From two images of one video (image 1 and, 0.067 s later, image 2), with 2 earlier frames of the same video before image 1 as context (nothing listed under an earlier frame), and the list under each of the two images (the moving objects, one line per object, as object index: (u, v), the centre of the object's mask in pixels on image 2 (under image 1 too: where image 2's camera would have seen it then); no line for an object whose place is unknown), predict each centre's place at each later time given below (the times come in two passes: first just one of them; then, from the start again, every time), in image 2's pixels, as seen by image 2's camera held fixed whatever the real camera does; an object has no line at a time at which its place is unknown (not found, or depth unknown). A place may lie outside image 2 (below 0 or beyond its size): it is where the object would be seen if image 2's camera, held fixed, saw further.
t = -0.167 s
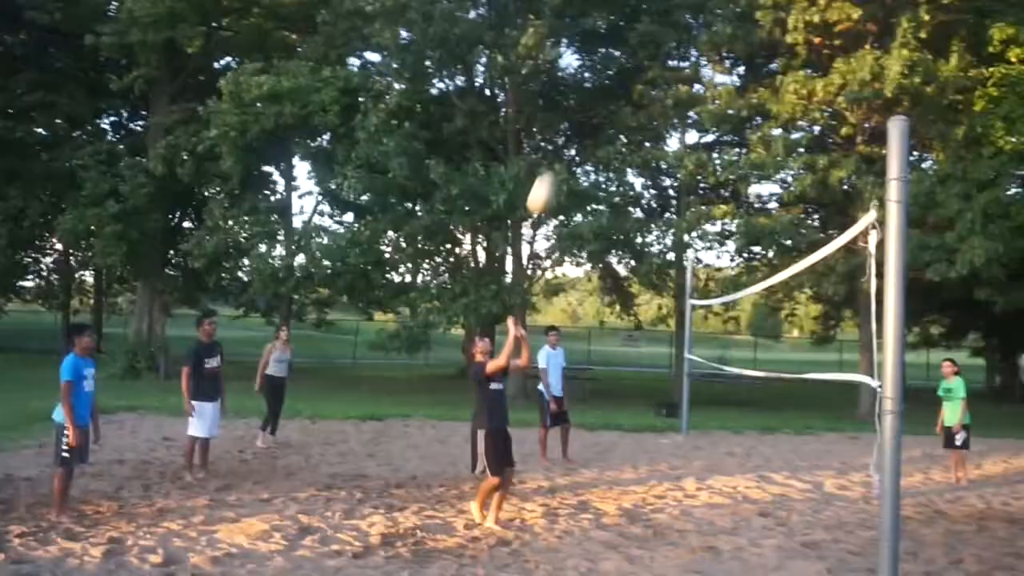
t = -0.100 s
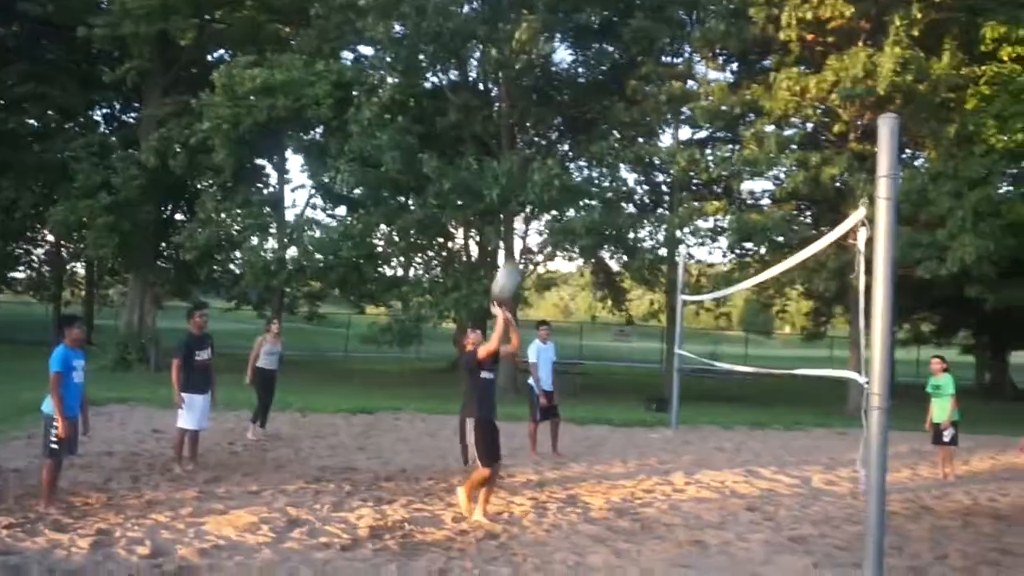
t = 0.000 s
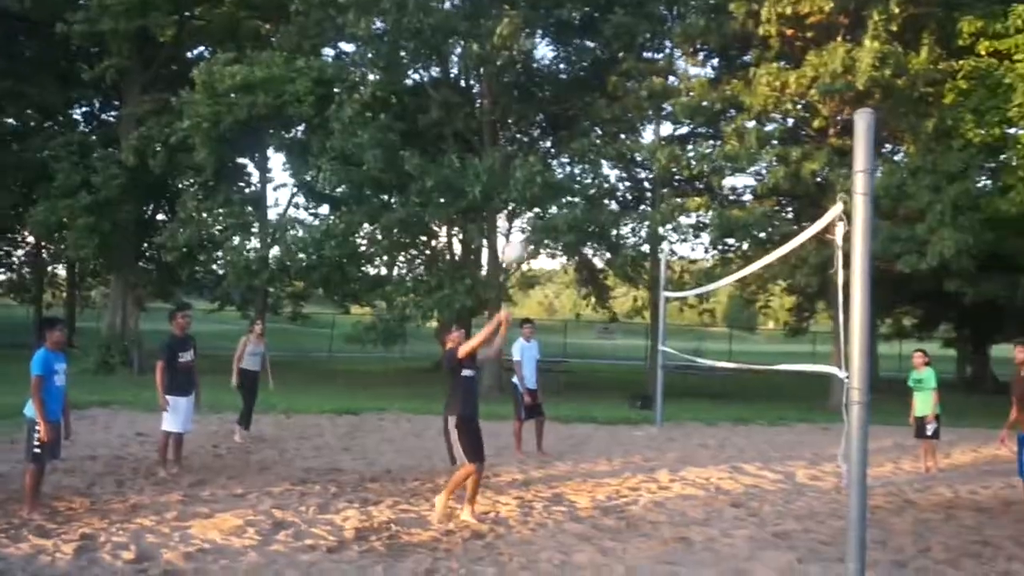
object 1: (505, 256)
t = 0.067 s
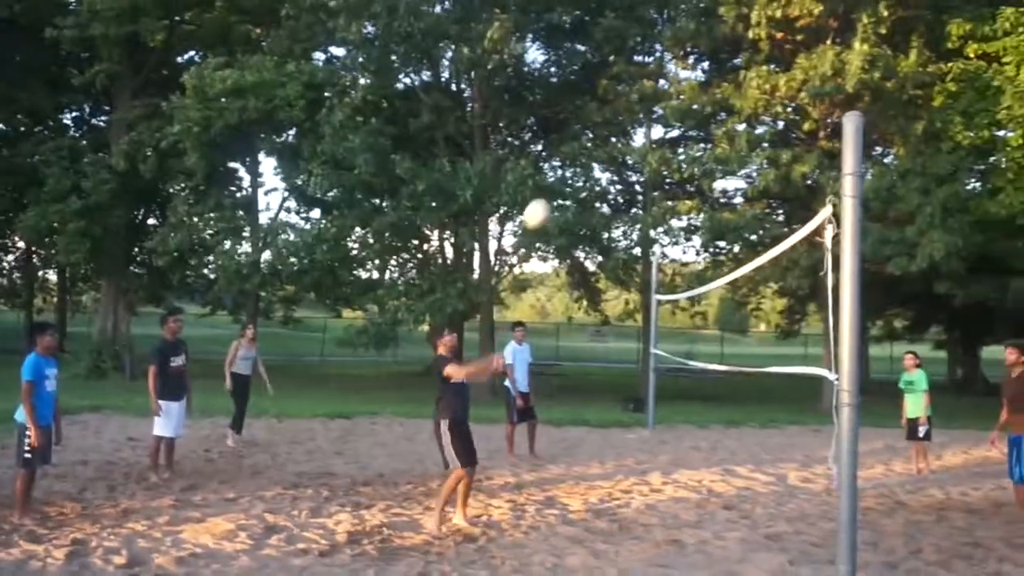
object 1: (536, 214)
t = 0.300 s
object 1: (648, 103)
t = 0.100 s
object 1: (552, 194)
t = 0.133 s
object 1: (567, 176)
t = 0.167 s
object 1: (583, 159)
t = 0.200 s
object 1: (599, 142)
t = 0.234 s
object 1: (615, 127)
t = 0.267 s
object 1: (632, 114)
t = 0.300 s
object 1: (648, 103)
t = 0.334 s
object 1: (662, 90)
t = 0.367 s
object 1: (676, 81)
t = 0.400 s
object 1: (692, 73)
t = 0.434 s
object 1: (708, 67)
